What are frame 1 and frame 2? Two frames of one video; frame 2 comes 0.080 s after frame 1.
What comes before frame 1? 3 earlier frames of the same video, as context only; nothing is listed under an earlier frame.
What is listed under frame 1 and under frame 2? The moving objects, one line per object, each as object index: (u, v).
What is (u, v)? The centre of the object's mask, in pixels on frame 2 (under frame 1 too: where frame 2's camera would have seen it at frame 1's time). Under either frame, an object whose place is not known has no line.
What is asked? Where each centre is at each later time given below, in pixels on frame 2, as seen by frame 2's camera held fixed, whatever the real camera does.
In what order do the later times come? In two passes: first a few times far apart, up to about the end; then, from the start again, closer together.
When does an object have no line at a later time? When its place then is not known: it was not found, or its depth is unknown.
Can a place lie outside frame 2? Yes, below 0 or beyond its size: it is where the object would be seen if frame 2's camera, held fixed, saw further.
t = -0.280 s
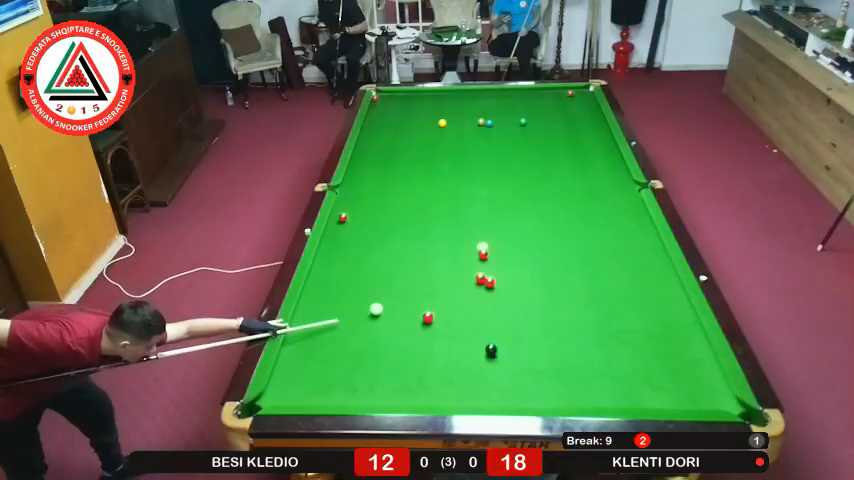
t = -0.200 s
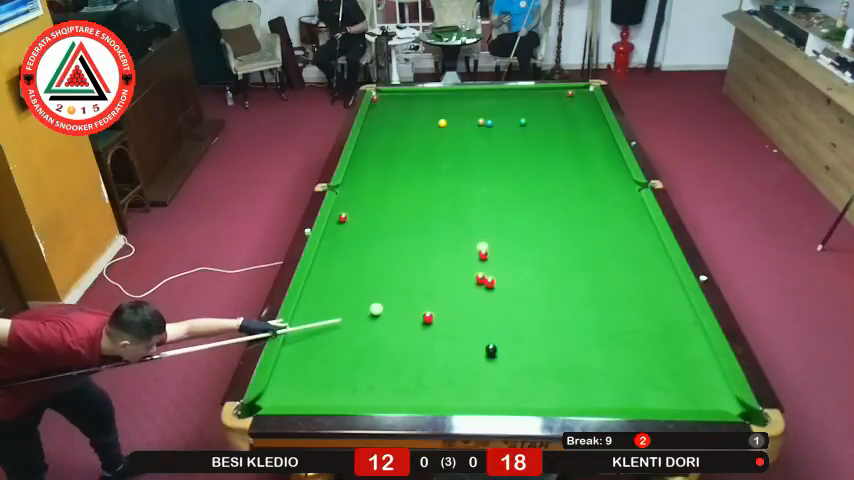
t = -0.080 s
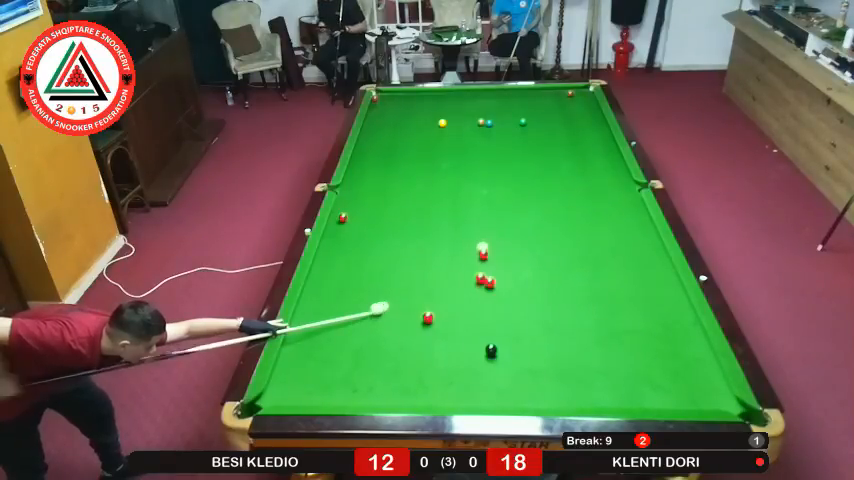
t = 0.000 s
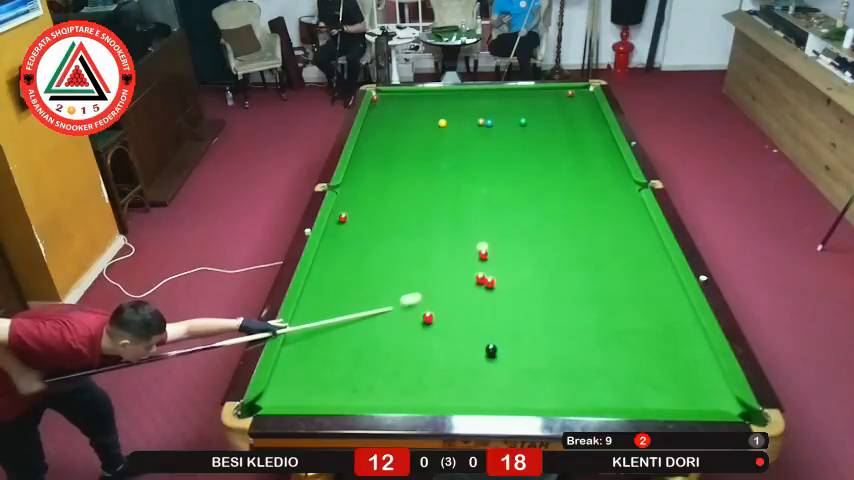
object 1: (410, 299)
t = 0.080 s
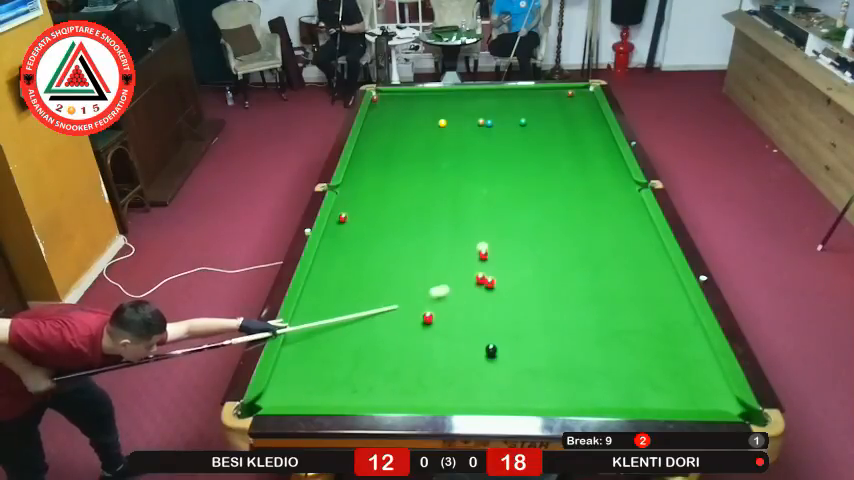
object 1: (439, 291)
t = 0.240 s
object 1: (476, 284)
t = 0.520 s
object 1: (490, 292)
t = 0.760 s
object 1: (501, 298)
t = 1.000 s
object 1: (511, 305)
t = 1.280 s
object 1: (522, 311)
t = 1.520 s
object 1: (530, 316)
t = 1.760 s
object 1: (538, 321)
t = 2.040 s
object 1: (545, 326)
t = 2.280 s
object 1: (550, 329)
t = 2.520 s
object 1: (554, 332)
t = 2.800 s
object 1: (558, 334)
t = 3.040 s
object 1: (559, 335)
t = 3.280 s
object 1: (560, 335)
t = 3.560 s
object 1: (560, 335)
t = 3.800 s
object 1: (560, 335)
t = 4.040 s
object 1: (560, 335)
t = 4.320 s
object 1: (560, 335)
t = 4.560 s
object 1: (560, 335)
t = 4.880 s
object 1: (559, 333)
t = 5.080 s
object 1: (560, 335)
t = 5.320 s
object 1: (560, 335)
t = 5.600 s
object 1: (560, 335)
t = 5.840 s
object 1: (560, 335)
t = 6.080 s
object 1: (560, 335)
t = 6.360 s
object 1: (560, 335)
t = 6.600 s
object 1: (560, 335)
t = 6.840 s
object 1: (560, 335)
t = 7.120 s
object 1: (560, 335)
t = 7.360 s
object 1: (560, 335)
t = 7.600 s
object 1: (560, 335)
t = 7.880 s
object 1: (560, 335)
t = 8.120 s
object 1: (560, 335)
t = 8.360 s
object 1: (560, 335)
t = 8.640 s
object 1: (560, 335)
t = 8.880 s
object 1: (560, 335)
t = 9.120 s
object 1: (560, 335)
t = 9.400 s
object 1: (560, 335)
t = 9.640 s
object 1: (560, 335)
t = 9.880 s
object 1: (560, 335)
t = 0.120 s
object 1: (452, 287)
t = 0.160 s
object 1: (464, 284)
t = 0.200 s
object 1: (473, 283)
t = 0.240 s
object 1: (476, 284)
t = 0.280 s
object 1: (478, 285)
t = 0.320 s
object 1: (480, 286)
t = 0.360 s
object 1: (482, 287)
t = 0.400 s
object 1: (484, 288)
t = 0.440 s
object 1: (486, 289)
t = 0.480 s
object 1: (488, 291)
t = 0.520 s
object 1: (490, 292)
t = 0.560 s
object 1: (492, 293)
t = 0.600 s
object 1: (494, 294)
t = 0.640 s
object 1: (496, 295)
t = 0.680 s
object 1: (497, 296)
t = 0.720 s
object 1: (499, 297)
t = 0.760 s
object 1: (501, 298)
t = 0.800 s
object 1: (502, 299)
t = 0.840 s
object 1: (504, 300)
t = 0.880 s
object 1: (506, 301)
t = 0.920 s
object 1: (508, 303)
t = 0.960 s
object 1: (509, 304)
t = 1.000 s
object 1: (511, 305)
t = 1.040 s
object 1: (513, 306)
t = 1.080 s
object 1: (514, 307)
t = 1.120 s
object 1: (516, 308)
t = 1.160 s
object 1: (517, 308)
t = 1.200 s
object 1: (519, 309)
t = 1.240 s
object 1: (520, 310)
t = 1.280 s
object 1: (522, 311)
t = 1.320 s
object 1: (523, 312)
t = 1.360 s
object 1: (525, 313)
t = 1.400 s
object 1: (526, 314)
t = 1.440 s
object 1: (528, 315)
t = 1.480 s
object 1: (529, 315)
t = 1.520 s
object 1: (530, 316)
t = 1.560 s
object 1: (531, 317)
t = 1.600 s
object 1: (533, 318)
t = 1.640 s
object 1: (534, 319)
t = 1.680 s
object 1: (535, 320)
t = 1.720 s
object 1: (536, 320)
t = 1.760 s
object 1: (538, 321)
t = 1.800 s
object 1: (539, 322)
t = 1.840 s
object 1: (540, 323)
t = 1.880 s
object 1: (541, 323)
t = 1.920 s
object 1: (542, 324)
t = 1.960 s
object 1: (543, 324)
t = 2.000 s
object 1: (544, 325)
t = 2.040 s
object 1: (545, 326)
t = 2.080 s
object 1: (546, 327)
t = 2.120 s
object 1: (547, 327)
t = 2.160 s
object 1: (548, 328)
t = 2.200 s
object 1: (548, 328)
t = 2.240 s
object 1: (549, 329)
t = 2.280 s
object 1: (550, 329)
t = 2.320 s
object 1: (551, 330)
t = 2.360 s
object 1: (552, 330)
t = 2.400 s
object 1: (552, 331)
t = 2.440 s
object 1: (553, 331)
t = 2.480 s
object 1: (554, 331)
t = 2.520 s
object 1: (554, 332)
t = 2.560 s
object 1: (555, 332)
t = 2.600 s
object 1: (555, 333)
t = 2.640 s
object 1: (556, 333)
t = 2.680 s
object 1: (557, 333)
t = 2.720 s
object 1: (557, 333)
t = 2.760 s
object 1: (557, 334)
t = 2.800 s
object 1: (558, 334)
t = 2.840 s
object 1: (558, 334)
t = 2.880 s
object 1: (559, 334)
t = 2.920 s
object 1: (559, 334)
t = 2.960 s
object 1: (559, 334)
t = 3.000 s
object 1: (559, 335)
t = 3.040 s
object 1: (559, 335)
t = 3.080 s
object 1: (560, 335)
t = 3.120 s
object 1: (560, 335)
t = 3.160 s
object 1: (560, 335)
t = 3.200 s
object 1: (560, 335)
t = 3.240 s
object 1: (560, 335)
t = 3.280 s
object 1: (560, 335)
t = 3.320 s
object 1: (560, 335)
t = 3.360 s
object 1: (560, 335)
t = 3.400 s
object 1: (560, 335)
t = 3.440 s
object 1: (560, 335)
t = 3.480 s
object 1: (560, 335)
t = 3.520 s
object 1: (560, 335)
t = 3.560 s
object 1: (560, 335)
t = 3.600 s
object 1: (560, 335)
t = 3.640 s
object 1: (560, 335)
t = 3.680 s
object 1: (560, 335)
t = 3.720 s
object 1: (560, 335)
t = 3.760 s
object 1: (560, 335)
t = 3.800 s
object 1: (560, 335)
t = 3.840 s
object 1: (560, 335)
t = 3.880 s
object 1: (560, 335)
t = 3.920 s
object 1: (560, 335)
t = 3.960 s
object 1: (560, 335)
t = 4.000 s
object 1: (560, 335)
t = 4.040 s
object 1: (560, 335)
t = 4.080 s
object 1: (560, 335)
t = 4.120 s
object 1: (560, 335)
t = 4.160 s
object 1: (560, 335)
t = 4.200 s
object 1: (560, 335)
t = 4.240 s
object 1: (560, 335)
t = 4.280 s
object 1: (560, 335)
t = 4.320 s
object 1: (560, 335)
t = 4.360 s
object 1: (560, 335)
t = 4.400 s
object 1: (560, 335)
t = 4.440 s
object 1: (560, 335)
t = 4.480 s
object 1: (560, 335)
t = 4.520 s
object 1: (560, 335)
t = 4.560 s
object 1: (560, 335)
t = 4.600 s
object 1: (560, 335)
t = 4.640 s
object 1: (560, 335)
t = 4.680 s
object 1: (560, 335)
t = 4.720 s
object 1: (560, 335)
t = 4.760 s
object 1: (563, 334)
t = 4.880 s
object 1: (559, 333)
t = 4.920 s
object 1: (560, 335)
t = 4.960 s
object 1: (560, 335)
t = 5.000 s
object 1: (560, 335)
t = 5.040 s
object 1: (560, 335)
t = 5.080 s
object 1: (560, 335)
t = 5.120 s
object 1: (560, 335)
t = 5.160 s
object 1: (560, 335)
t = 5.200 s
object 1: (560, 335)
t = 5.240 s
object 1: (560, 335)
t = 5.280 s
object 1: (560, 335)
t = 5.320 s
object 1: (560, 335)
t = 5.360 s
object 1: (560, 335)
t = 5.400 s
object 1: (560, 335)
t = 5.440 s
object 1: (560, 335)
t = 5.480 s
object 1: (560, 335)
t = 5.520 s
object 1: (560, 335)
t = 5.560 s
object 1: (560, 335)
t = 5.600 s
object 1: (560, 335)
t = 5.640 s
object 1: (560, 335)
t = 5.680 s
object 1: (560, 335)
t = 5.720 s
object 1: (560, 335)
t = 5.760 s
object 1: (560, 335)
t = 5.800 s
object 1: (560, 335)
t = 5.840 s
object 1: (560, 335)
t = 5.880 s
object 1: (560, 335)
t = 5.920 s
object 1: (560, 335)
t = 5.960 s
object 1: (560, 335)
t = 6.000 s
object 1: (560, 335)
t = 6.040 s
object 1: (560, 335)
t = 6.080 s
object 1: (560, 335)
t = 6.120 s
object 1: (560, 335)
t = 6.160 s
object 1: (560, 335)
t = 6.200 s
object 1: (560, 335)
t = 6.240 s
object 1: (560, 335)
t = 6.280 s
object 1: (560, 335)
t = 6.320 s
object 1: (560, 335)
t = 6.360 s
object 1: (560, 335)
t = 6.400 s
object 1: (560, 335)
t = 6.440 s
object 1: (560, 335)
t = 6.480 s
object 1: (560, 335)
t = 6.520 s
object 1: (560, 335)
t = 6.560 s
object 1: (560, 335)
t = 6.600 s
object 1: (560, 335)
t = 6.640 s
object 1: (560, 335)
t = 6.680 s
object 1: (560, 335)
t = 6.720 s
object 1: (560, 335)
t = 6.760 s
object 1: (560, 335)
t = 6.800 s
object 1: (560, 335)
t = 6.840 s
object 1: (560, 335)
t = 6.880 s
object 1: (560, 335)
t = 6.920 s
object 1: (560, 335)
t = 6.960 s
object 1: (560, 335)
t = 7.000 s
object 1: (560, 335)
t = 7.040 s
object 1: (560, 335)
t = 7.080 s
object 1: (560, 335)
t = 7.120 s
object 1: (560, 335)
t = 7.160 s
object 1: (560, 335)
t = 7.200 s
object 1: (560, 335)
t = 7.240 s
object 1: (560, 335)
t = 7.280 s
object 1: (560, 335)
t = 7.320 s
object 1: (560, 335)
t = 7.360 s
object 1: (560, 335)
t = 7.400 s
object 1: (560, 335)
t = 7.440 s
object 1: (560, 335)
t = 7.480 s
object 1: (560, 335)
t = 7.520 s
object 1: (560, 335)
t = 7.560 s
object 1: (560, 335)
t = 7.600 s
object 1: (560, 335)
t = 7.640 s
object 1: (560, 335)
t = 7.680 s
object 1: (560, 335)
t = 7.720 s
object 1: (560, 335)
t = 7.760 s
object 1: (560, 335)
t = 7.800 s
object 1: (560, 335)
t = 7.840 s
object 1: (560, 335)
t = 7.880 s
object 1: (560, 335)
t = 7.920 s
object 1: (560, 335)
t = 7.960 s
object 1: (560, 335)
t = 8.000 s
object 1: (560, 335)
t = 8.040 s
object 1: (560, 335)
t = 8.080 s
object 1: (560, 335)
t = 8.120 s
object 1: (560, 335)
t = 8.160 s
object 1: (560, 335)
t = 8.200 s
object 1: (560, 335)
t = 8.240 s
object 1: (560, 335)
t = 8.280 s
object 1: (560, 335)
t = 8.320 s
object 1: (560, 335)
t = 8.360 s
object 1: (560, 335)
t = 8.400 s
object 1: (560, 335)
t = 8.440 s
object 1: (560, 335)
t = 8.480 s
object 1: (560, 335)
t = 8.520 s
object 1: (560, 335)
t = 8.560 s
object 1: (560, 335)
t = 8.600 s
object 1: (560, 335)
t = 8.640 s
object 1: (560, 335)
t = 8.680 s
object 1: (560, 335)
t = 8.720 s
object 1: (560, 335)
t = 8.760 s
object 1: (560, 335)
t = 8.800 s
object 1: (560, 335)
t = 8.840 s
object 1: (560, 335)
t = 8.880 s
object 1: (560, 335)
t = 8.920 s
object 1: (560, 335)
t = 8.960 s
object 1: (560, 335)
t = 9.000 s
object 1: (560, 335)
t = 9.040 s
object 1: (560, 335)
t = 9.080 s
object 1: (560, 335)
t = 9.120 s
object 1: (560, 335)
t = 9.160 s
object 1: (560, 335)
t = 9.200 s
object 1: (560, 335)
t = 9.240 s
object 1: (560, 335)
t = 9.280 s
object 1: (560, 335)
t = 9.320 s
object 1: (560, 335)
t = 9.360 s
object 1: (560, 335)
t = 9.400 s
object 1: (560, 335)
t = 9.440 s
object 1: (560, 335)
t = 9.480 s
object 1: (560, 335)
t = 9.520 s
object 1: (560, 335)
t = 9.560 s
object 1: (560, 335)
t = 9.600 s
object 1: (560, 335)
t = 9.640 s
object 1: (560, 335)
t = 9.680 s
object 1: (560, 335)
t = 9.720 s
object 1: (560, 335)
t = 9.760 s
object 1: (560, 335)
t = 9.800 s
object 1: (560, 335)
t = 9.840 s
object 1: (560, 335)
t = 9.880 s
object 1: (560, 335)
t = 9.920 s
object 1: (560, 335)
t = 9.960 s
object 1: (560, 335)
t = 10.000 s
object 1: (560, 335)
